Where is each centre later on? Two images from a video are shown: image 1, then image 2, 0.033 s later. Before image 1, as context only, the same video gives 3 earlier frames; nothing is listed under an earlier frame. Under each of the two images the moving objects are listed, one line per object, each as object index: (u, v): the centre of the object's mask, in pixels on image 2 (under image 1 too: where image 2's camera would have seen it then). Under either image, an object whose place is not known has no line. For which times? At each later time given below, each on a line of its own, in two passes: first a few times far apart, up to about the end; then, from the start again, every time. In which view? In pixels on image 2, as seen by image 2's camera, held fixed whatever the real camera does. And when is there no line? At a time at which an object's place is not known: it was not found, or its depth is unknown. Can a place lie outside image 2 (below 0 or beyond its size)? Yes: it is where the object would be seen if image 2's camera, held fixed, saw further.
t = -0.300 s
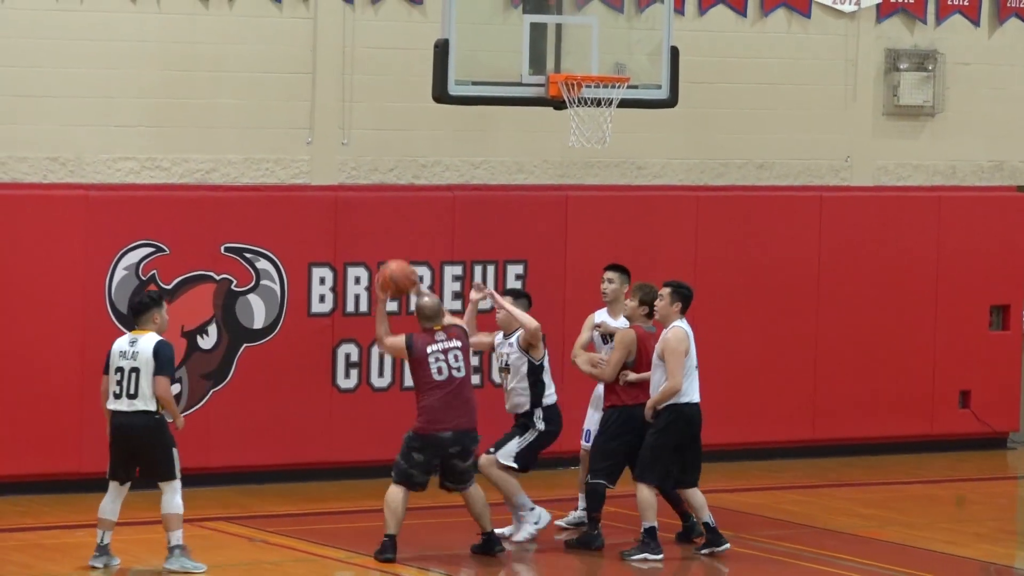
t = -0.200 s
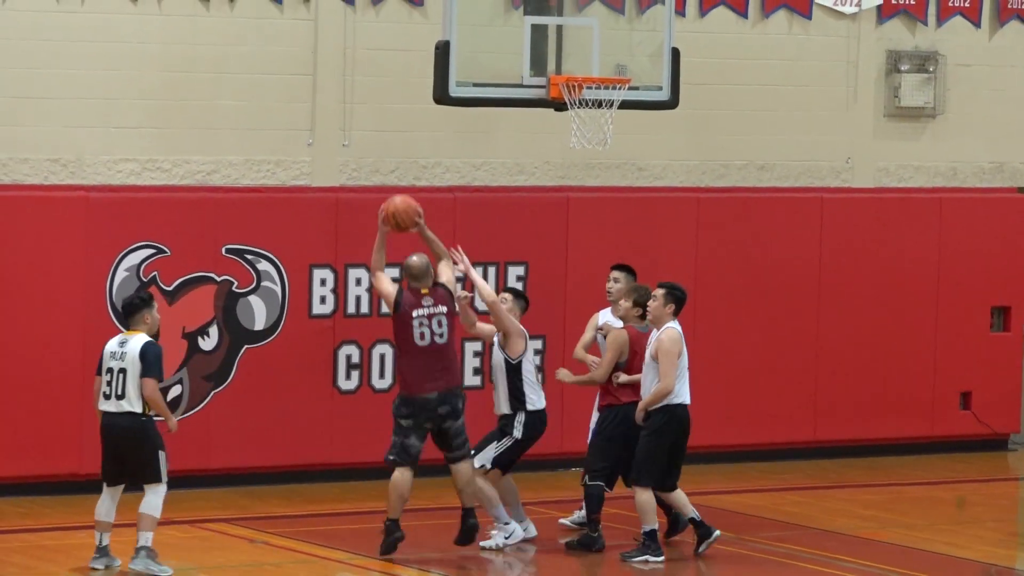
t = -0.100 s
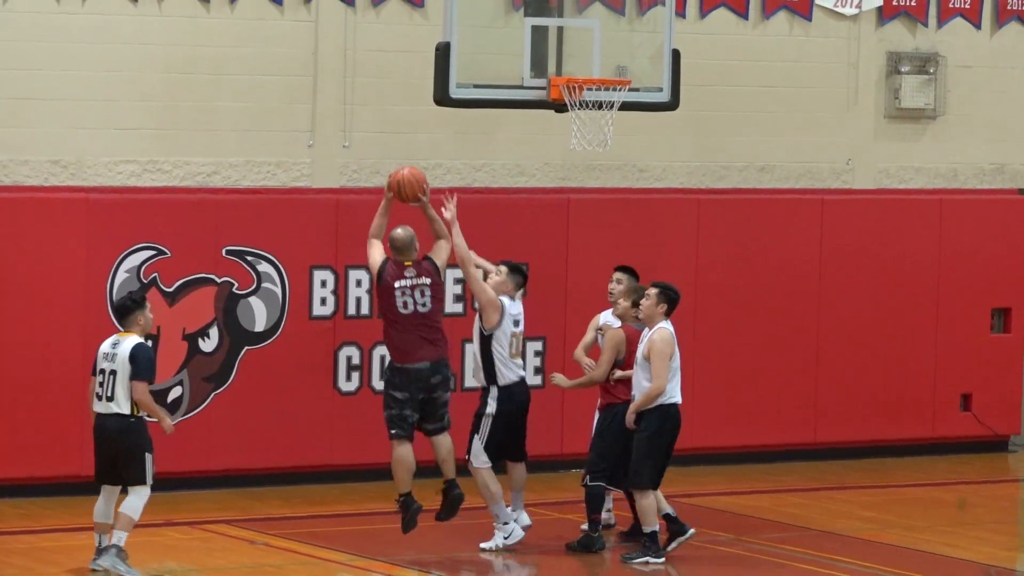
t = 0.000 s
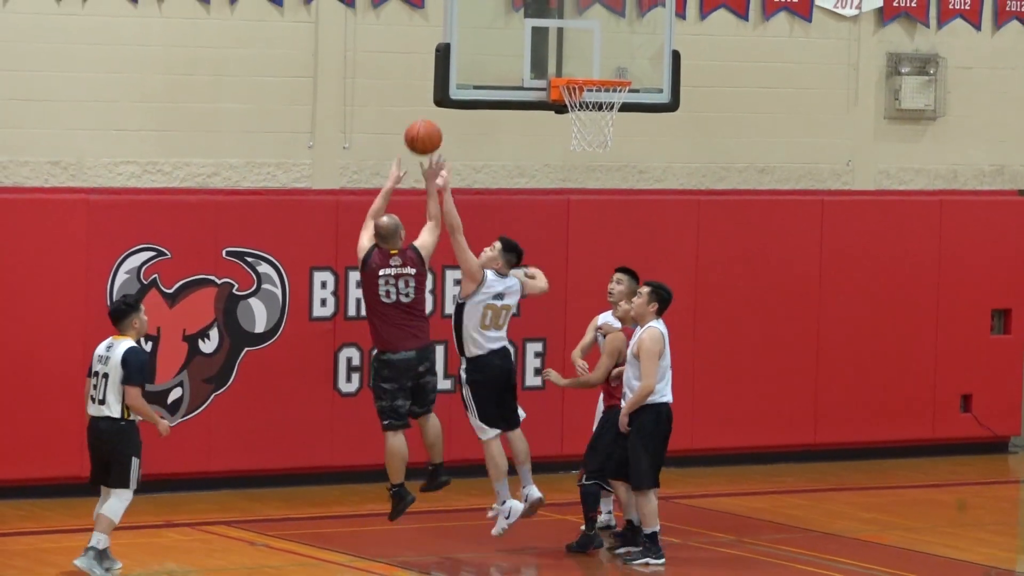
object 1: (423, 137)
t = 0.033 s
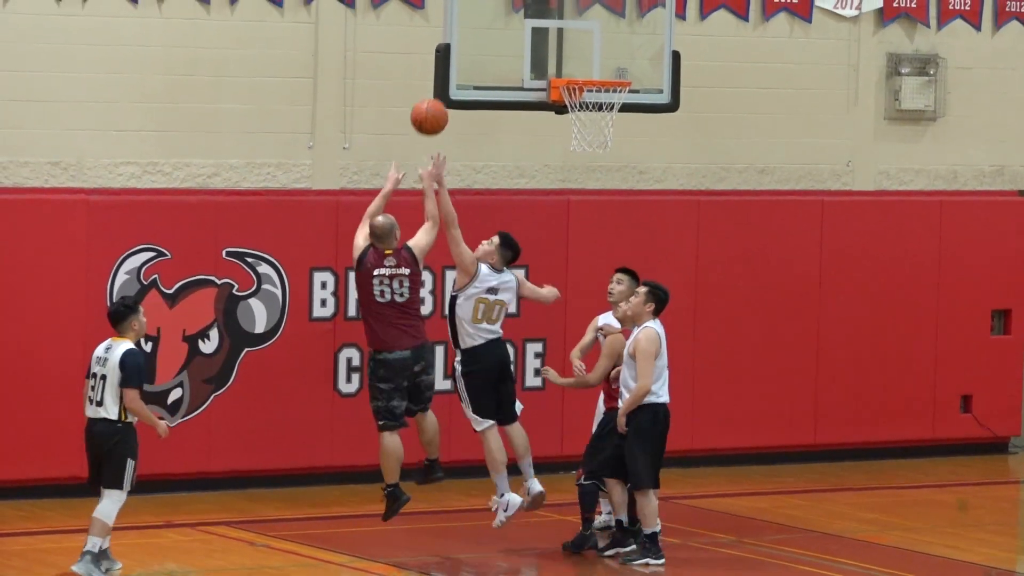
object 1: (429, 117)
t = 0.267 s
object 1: (470, 24)
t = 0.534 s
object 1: (532, 25)
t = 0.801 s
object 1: (586, 37)
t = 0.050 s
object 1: (433, 107)
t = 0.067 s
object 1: (435, 98)
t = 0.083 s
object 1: (438, 90)
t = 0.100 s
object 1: (441, 82)
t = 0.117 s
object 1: (444, 74)
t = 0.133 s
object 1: (447, 66)
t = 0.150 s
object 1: (450, 59)
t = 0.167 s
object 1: (453, 53)
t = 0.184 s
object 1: (456, 47)
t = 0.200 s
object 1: (459, 42)
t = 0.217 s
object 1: (462, 36)
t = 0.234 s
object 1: (464, 32)
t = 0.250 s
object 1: (467, 28)
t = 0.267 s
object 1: (470, 24)
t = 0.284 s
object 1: (473, 20)
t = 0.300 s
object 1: (475, 18)
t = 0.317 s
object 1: (478, 15)
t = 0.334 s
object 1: (481, 13)
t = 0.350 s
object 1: (483, 12)
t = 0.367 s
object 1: (486, 11)
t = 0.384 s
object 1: (488, 10)
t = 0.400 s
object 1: (491, 10)
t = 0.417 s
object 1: (494, 10)
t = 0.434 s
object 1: (500, 11)
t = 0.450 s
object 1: (506, 12)
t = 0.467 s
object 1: (511, 13)
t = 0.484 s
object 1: (516, 16)
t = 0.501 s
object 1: (522, 19)
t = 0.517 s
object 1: (527, 21)
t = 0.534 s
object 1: (532, 25)
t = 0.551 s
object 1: (537, 29)
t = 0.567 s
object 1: (543, 34)
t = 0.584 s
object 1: (549, 39)
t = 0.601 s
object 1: (554, 44)
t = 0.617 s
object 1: (559, 49)
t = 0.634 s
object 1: (564, 55)
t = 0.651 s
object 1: (569, 62)
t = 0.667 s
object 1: (572, 60)
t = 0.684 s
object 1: (574, 57)
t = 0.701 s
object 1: (576, 53)
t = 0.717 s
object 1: (577, 49)
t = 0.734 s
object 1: (579, 45)
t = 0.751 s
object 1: (581, 43)
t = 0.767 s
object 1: (583, 40)
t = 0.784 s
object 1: (585, 38)
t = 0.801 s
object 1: (586, 37)
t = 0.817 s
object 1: (588, 36)
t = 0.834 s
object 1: (590, 35)
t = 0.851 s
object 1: (592, 35)
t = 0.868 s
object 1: (593, 35)
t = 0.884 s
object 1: (595, 35)
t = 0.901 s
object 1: (597, 36)
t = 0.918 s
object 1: (598, 37)
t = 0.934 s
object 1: (600, 39)
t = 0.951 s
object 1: (602, 41)
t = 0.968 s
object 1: (603, 43)
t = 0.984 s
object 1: (605, 46)
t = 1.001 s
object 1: (607, 50)
